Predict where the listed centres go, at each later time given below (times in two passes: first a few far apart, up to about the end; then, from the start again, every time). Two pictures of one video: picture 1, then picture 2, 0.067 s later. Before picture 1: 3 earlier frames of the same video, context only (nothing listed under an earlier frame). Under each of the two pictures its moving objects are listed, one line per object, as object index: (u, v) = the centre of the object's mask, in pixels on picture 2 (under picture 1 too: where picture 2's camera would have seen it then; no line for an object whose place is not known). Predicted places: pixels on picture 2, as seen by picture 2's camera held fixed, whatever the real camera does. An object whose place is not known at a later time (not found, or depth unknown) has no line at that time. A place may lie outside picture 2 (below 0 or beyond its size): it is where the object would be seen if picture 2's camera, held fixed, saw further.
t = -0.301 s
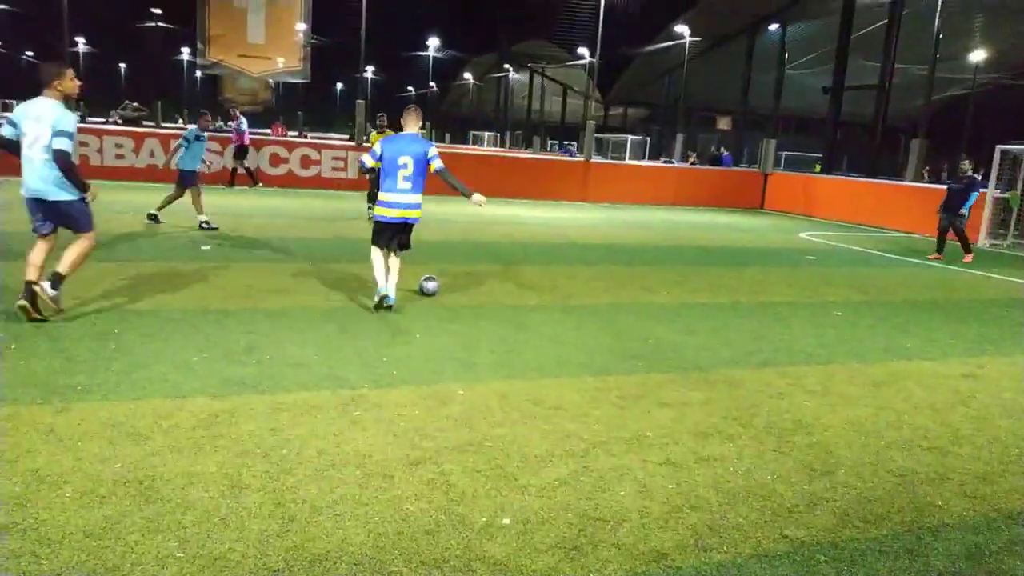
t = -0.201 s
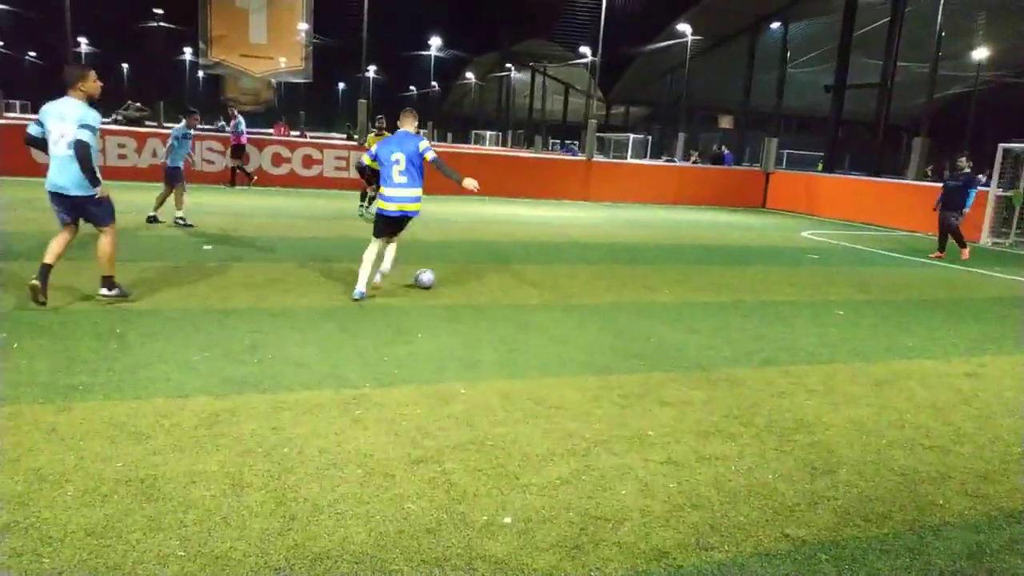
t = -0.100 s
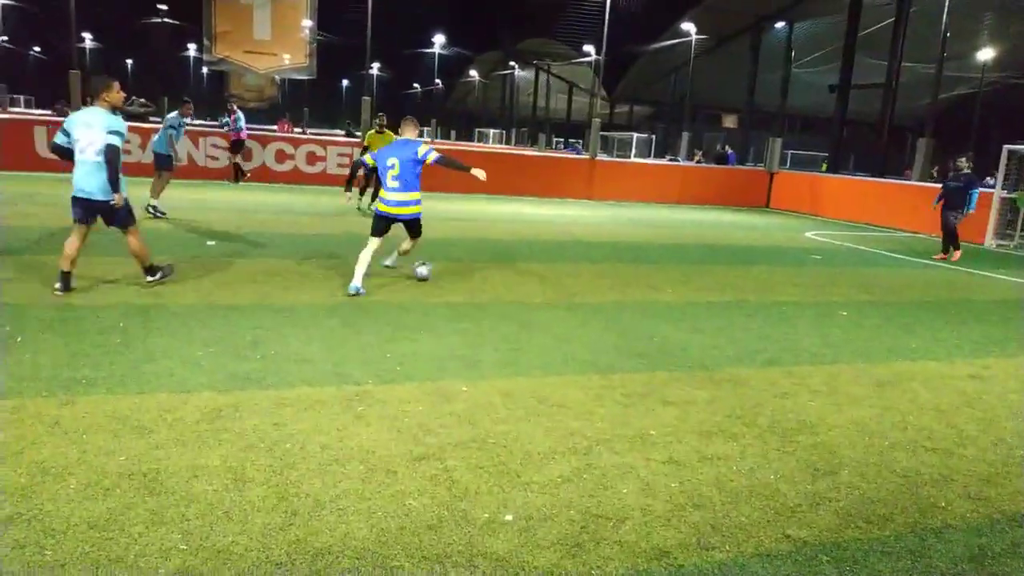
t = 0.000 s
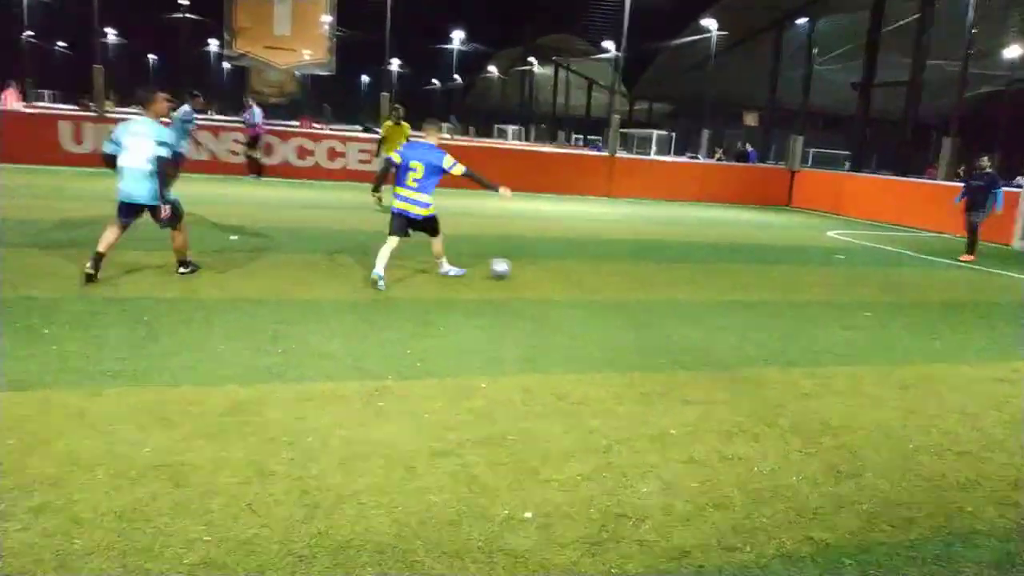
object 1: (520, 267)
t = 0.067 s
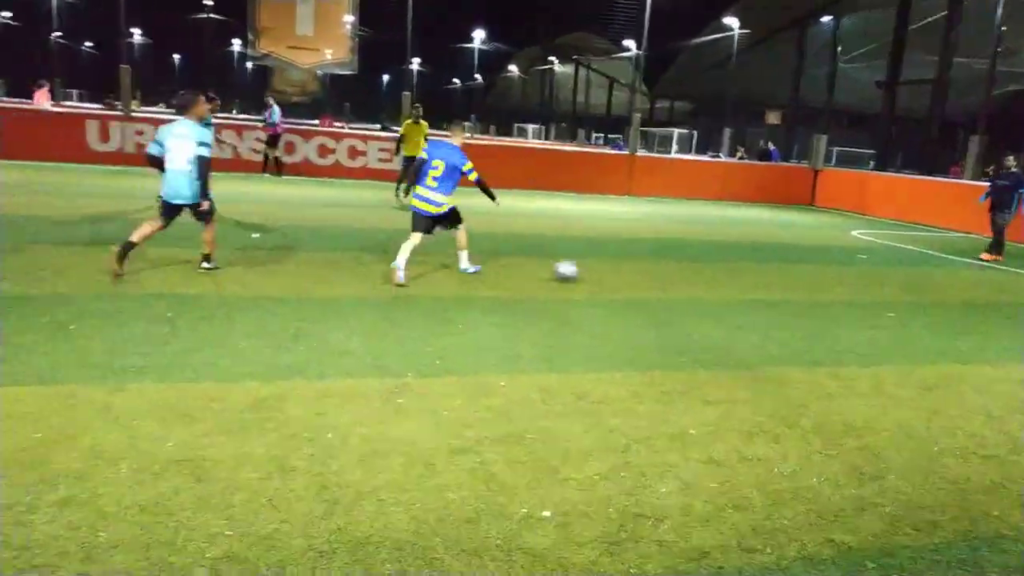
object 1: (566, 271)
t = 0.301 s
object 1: (718, 289)
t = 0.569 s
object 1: (864, 302)
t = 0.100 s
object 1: (590, 275)
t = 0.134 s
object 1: (613, 280)
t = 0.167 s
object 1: (636, 281)
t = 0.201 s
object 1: (656, 282)
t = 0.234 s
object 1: (676, 283)
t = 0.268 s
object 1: (699, 287)
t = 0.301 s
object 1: (718, 289)
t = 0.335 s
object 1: (736, 291)
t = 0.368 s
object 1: (756, 293)
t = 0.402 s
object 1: (774, 295)
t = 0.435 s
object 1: (792, 296)
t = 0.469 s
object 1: (810, 298)
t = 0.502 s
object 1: (828, 299)
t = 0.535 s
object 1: (846, 301)
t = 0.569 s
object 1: (864, 302)
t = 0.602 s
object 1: (879, 302)
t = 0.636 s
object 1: (897, 304)
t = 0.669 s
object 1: (914, 307)
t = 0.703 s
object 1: (930, 308)
